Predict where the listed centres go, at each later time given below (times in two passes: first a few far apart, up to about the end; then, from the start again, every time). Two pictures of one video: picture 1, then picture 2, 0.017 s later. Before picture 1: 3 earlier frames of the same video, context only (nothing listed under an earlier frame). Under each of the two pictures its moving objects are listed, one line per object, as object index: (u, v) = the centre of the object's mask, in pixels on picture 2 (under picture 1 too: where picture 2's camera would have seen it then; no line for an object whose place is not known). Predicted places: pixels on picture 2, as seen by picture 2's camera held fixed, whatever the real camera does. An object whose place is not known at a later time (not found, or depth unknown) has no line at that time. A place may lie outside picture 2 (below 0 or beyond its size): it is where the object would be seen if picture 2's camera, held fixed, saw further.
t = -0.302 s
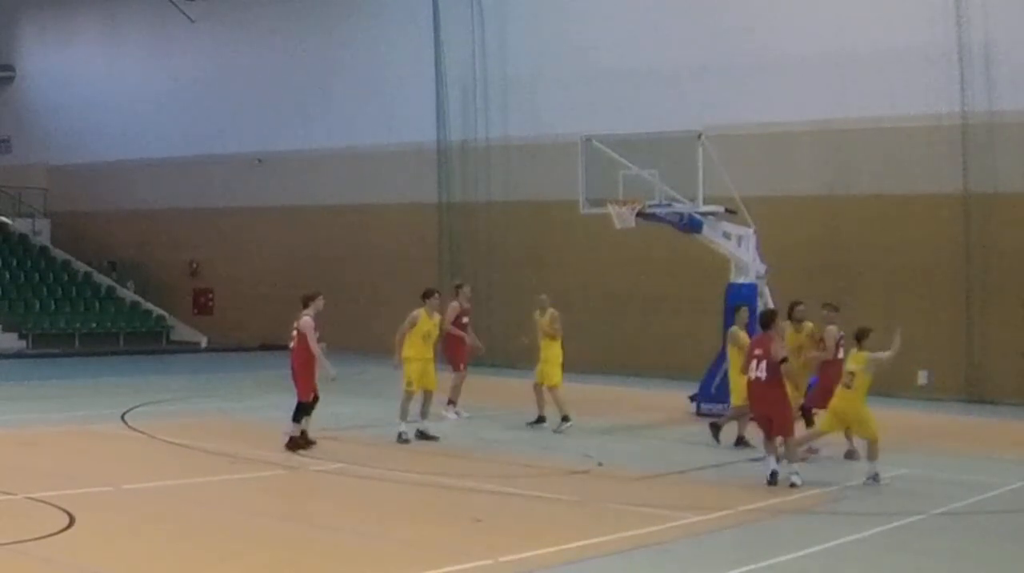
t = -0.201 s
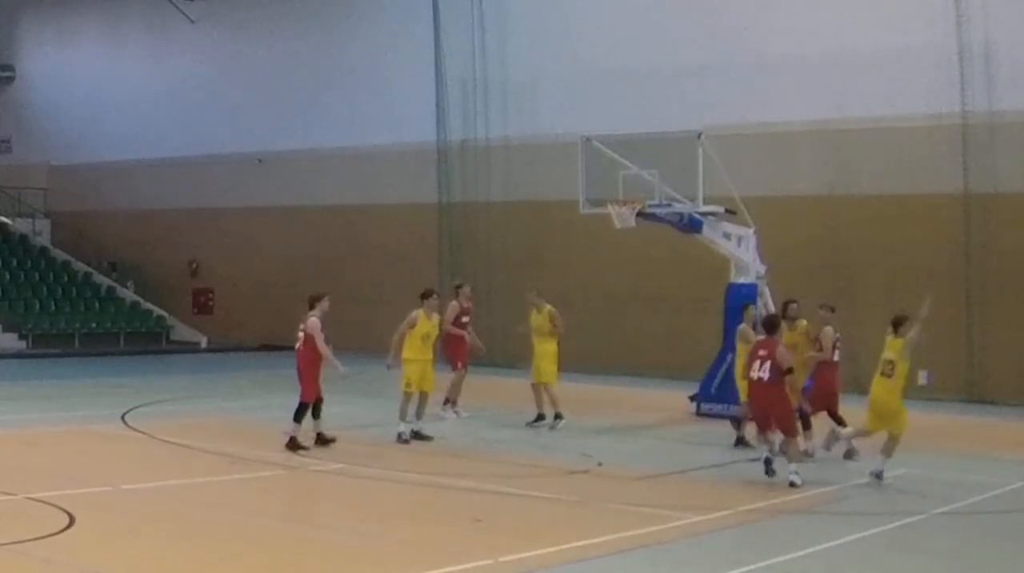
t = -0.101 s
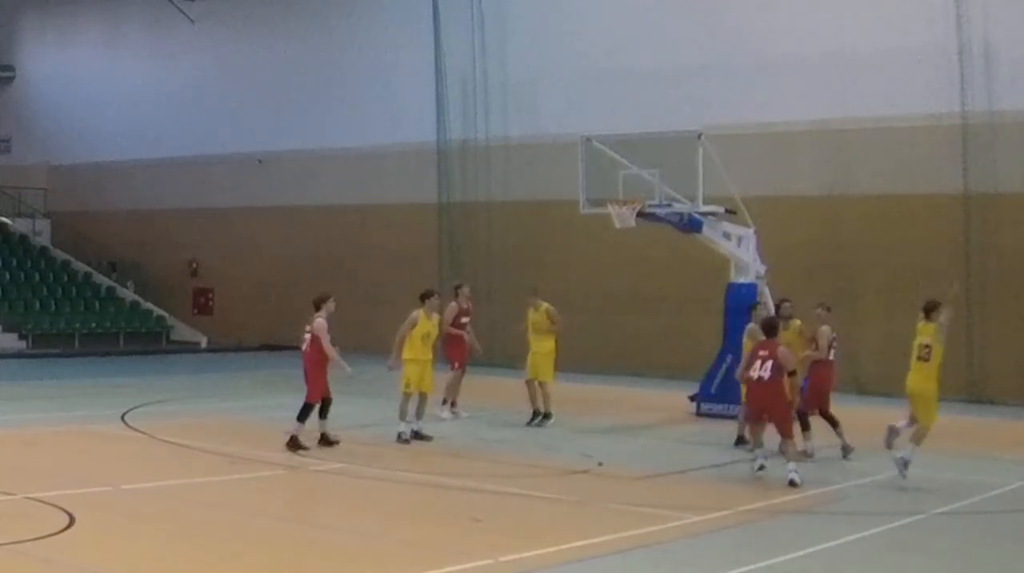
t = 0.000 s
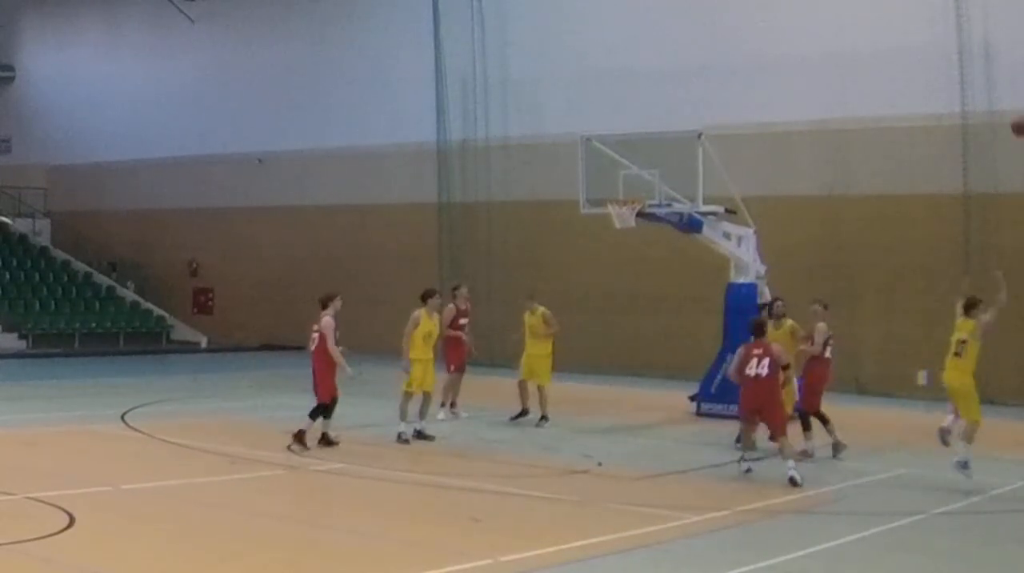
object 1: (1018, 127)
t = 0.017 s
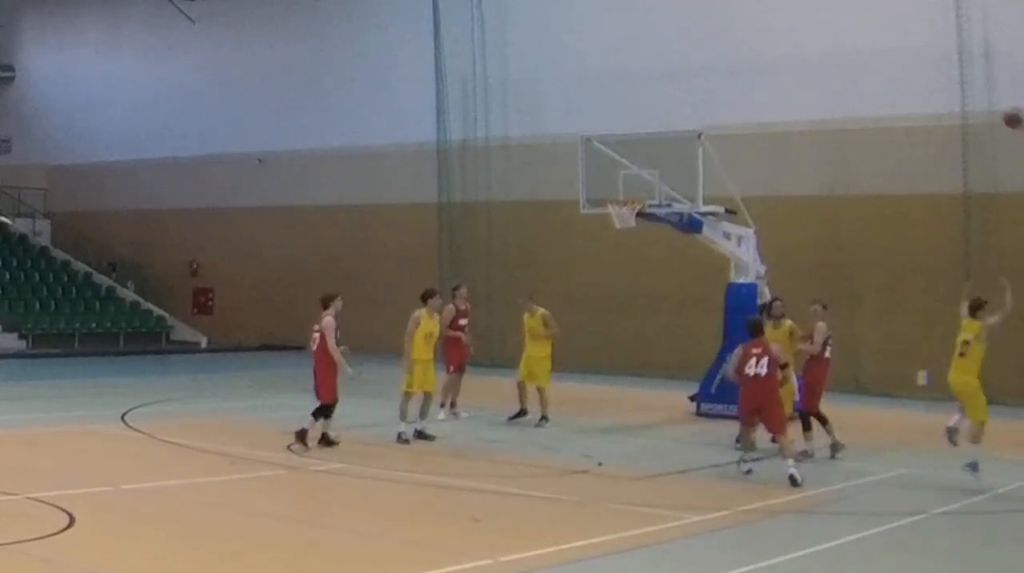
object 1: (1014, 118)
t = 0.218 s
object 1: (928, 50)
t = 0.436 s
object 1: (845, 23)
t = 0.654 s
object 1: (773, 37)
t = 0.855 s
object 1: (713, 83)
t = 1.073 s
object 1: (654, 162)
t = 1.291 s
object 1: (612, 230)
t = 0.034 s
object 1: (1006, 110)
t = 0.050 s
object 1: (998, 103)
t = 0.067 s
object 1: (991, 97)
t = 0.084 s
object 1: (984, 90)
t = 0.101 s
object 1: (977, 85)
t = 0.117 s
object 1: (969, 79)
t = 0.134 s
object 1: (962, 73)
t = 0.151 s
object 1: (956, 68)
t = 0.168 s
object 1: (949, 63)
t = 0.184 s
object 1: (942, 58)
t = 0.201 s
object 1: (935, 54)
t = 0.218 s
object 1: (928, 50)
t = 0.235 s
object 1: (921, 46)
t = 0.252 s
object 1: (915, 43)
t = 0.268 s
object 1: (908, 39)
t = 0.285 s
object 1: (902, 36)
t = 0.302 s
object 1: (895, 34)
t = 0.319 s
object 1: (888, 32)
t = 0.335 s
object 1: (882, 30)
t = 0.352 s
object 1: (876, 28)
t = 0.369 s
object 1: (870, 27)
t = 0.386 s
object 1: (863, 25)
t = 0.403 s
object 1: (858, 24)
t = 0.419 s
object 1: (851, 24)
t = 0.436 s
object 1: (845, 23)
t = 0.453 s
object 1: (840, 23)
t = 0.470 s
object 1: (833, 22)
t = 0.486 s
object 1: (827, 23)
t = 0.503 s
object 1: (822, 23)
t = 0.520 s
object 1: (817, 23)
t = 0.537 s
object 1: (810, 24)
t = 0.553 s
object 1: (805, 25)
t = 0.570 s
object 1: (800, 27)
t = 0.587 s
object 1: (794, 29)
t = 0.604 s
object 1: (789, 30)
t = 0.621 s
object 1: (784, 33)
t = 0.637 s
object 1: (778, 35)
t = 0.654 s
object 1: (773, 37)
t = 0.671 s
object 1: (767, 40)
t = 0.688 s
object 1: (762, 43)
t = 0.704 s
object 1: (757, 46)
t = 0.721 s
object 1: (753, 50)
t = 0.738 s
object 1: (747, 53)
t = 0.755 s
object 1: (743, 56)
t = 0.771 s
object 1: (738, 60)
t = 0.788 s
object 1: (732, 65)
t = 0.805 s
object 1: (728, 69)
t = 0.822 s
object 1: (723, 73)
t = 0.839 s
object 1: (718, 78)
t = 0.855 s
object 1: (713, 83)
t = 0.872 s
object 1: (708, 88)
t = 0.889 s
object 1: (704, 93)
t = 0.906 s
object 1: (699, 98)
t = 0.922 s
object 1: (695, 103)
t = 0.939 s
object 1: (689, 110)
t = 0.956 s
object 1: (685, 115)
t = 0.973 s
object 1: (681, 121)
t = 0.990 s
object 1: (677, 127)
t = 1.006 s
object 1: (673, 133)
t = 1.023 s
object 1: (667, 142)
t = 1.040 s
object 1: (663, 147)
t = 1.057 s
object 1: (659, 153)
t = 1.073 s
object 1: (654, 162)
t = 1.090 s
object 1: (650, 168)
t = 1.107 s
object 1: (645, 175)
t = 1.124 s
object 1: (641, 182)
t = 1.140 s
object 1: (636, 190)
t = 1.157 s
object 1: (632, 194)
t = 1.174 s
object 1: (624, 204)
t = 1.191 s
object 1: (622, 210)
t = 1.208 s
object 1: (620, 214)
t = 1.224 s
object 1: (619, 226)
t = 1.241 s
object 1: (616, 226)
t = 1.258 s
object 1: (613, 226)
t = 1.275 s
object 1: (612, 227)
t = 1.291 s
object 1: (612, 230)
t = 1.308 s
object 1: (611, 230)
